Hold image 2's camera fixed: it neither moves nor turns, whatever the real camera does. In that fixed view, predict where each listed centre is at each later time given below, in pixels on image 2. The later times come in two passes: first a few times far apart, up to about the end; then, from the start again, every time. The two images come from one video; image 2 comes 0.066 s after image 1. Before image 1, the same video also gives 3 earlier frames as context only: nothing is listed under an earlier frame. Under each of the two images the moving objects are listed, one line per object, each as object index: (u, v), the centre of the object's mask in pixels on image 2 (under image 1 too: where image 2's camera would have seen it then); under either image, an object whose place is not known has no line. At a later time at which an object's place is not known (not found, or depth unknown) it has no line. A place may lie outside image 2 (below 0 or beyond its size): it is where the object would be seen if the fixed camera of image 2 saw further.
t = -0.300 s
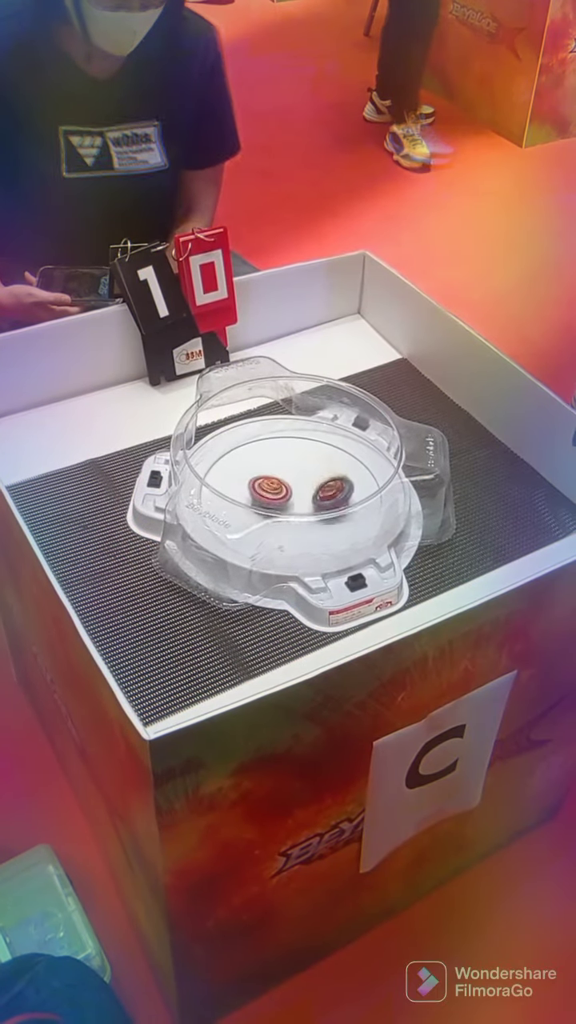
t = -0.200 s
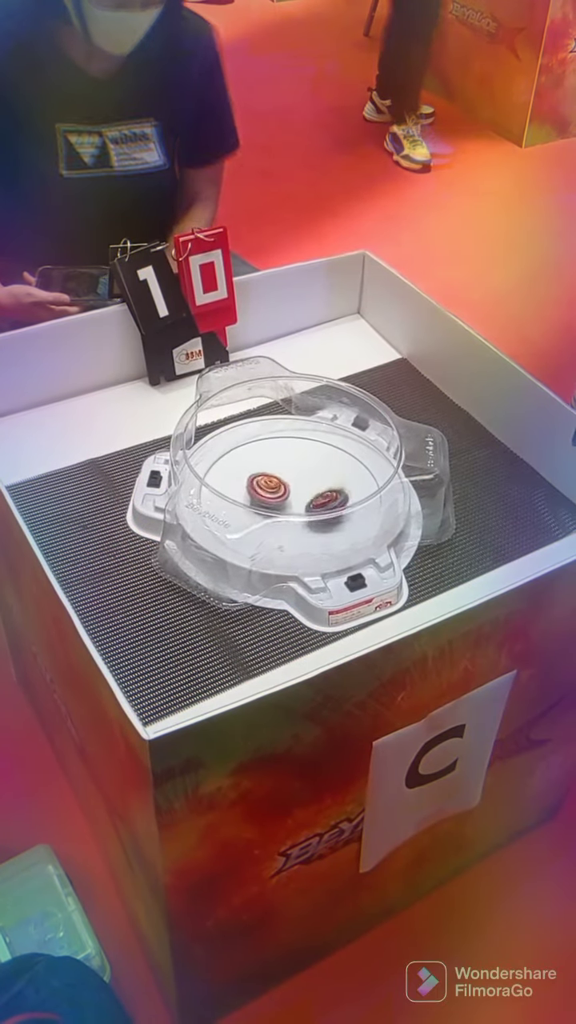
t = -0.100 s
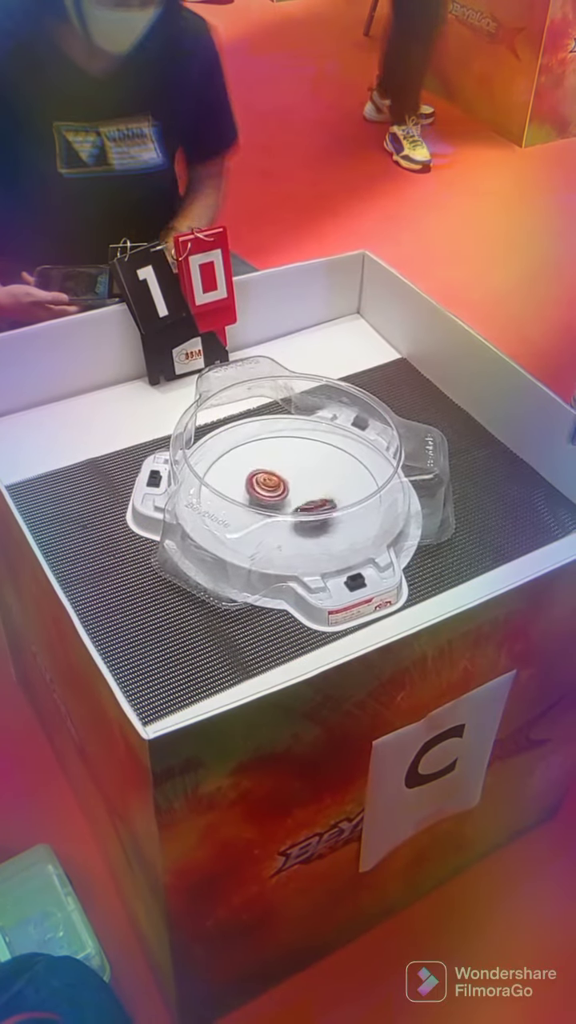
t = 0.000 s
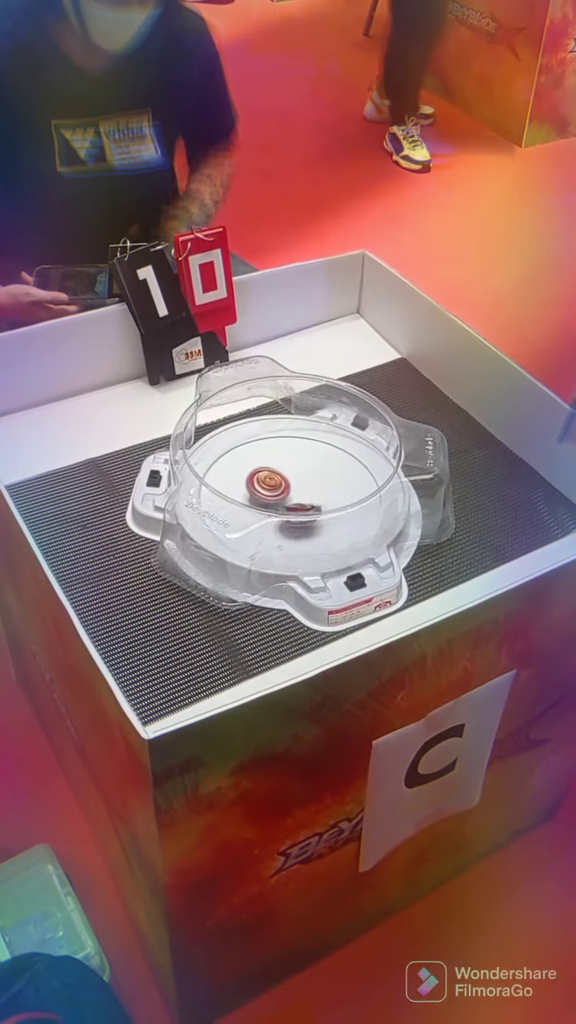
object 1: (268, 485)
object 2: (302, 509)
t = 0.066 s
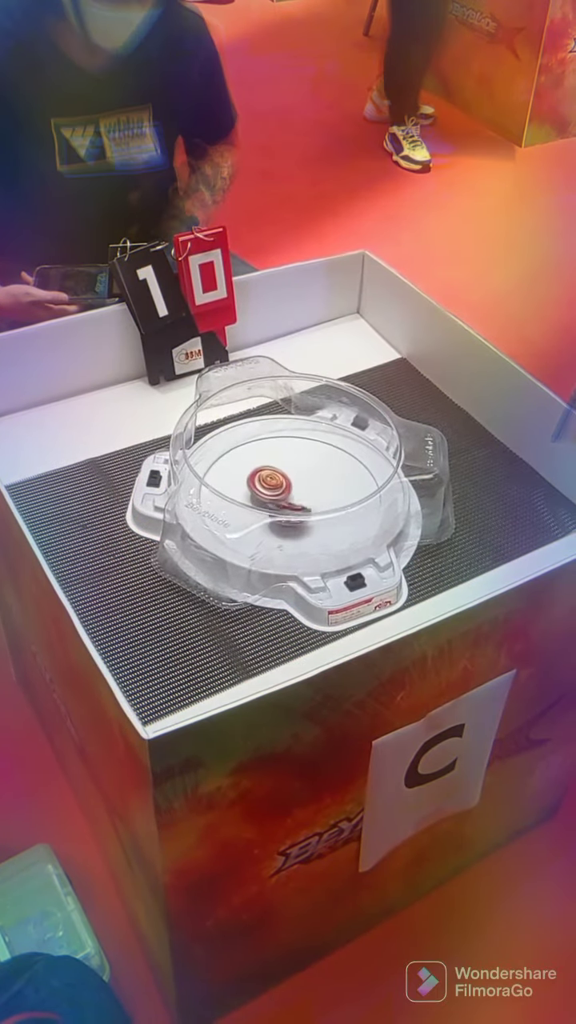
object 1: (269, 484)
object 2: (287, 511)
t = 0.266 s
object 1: (276, 475)
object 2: (263, 501)
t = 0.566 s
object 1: (294, 471)
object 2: (256, 487)
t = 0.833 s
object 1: (310, 478)
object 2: (269, 488)
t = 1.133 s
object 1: (332, 499)
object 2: (267, 496)
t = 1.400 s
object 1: (304, 520)
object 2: (267, 490)
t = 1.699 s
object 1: (268, 516)
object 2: (293, 489)
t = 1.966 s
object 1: (248, 493)
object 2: (308, 499)
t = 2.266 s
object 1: (256, 468)
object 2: (294, 502)
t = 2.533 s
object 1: (285, 459)
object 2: (285, 492)
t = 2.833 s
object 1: (340, 480)
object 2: (284, 489)
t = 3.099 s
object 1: (349, 497)
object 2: (284, 490)
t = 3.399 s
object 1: (304, 527)
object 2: (285, 493)
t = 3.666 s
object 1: (252, 516)
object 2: (286, 493)
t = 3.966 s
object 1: (238, 487)
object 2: (287, 495)
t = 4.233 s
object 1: (261, 460)
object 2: (289, 493)
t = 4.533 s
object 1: (311, 461)
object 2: (290, 495)
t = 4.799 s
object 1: (342, 483)
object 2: (290, 492)
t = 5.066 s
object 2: (291, 494)
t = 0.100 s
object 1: (270, 482)
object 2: (283, 512)
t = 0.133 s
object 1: (271, 480)
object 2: (278, 510)
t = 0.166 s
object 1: (272, 478)
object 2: (275, 510)
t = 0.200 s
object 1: (273, 478)
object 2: (270, 503)
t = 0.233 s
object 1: (274, 477)
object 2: (267, 502)
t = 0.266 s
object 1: (276, 475)
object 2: (263, 501)
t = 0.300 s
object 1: (279, 473)
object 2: (259, 499)
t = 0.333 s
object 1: (281, 472)
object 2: (256, 497)
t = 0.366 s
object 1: (282, 472)
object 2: (255, 496)
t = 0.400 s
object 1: (284, 471)
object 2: (255, 495)
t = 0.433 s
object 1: (285, 471)
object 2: (254, 492)
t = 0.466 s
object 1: (287, 471)
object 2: (255, 490)
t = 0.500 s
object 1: (290, 470)
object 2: (255, 489)
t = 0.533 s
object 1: (292, 471)
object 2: (255, 488)
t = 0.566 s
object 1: (294, 471)
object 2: (256, 487)
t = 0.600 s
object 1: (298, 471)
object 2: (256, 486)
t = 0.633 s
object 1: (301, 472)
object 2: (256, 485)
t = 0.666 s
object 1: (302, 472)
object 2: (256, 486)
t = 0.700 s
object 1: (304, 473)
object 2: (258, 486)
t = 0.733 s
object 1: (305, 474)
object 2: (260, 486)
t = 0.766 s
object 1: (307, 475)
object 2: (263, 487)
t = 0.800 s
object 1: (308, 476)
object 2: (266, 487)
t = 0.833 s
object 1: (310, 478)
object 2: (269, 488)
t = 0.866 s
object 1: (312, 479)
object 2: (274, 490)
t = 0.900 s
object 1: (314, 481)
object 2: (278, 490)
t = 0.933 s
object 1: (316, 483)
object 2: (279, 493)
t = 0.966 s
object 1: (322, 487)
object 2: (273, 494)
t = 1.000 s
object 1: (328, 491)
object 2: (271, 494)
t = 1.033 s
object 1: (332, 493)
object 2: (269, 494)
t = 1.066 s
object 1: (333, 495)
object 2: (268, 495)
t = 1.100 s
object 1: (333, 497)
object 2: (267, 495)
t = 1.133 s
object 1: (332, 499)
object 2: (267, 496)
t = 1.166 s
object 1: (329, 501)
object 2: (266, 496)
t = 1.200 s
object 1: (325, 502)
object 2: (267, 496)
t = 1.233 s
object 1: (321, 504)
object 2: (269, 496)
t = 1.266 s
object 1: (318, 505)
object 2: (270, 495)
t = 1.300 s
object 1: (314, 506)
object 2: (271, 495)
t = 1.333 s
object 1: (314, 508)
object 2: (268, 493)
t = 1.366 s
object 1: (311, 510)
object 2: (267, 491)
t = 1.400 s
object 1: (304, 520)
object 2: (267, 490)
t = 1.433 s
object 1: (300, 520)
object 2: (268, 489)
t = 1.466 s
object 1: (294, 525)
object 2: (270, 489)
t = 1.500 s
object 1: (293, 522)
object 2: (272, 488)
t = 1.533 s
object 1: (288, 524)
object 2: (275, 488)
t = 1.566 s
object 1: (281, 523)
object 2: (278, 488)
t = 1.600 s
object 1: (280, 524)
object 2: (281, 487)
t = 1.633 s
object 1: (274, 518)
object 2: (285, 487)
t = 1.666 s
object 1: (270, 517)
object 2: (289, 487)
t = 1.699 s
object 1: (268, 516)
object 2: (293, 489)
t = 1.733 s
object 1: (264, 514)
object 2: (296, 490)
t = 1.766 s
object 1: (260, 511)
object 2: (298, 491)
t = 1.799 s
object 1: (257, 509)
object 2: (300, 492)
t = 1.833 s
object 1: (255, 508)
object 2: (303, 493)
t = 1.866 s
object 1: (254, 506)
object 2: (305, 494)
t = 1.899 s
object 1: (252, 499)
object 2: (306, 496)
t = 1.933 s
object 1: (251, 495)
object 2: (307, 497)
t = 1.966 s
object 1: (248, 493)
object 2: (308, 499)
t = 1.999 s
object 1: (248, 489)
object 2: (308, 500)
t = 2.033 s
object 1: (247, 487)
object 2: (307, 501)
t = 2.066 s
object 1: (247, 484)
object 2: (306, 502)
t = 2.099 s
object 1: (247, 480)
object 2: (305, 502)
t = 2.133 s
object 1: (248, 477)
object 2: (303, 503)
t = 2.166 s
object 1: (250, 474)
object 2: (301, 503)
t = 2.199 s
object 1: (251, 471)
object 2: (299, 503)
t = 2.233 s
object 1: (253, 469)
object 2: (296, 503)
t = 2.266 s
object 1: (256, 468)
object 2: (294, 502)
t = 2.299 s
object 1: (259, 466)
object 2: (292, 501)
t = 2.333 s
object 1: (262, 465)
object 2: (290, 500)
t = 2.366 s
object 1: (265, 464)
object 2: (288, 499)
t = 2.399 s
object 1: (269, 463)
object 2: (287, 497)
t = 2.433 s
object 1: (273, 462)
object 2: (287, 496)
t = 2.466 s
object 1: (276, 461)
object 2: (286, 494)
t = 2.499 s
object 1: (280, 460)
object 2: (286, 493)
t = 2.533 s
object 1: (285, 459)
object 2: (285, 492)
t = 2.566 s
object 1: (292, 459)
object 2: (284, 492)
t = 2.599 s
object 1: (298, 461)
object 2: (282, 492)
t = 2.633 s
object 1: (304, 462)
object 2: (280, 490)
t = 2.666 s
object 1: (310, 466)
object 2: (279, 489)
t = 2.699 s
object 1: (316, 469)
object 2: (279, 492)
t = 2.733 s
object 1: (322, 471)
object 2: (280, 488)
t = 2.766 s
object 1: (329, 475)
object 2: (282, 488)
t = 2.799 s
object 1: (334, 477)
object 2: (283, 488)
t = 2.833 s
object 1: (340, 480)
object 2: (284, 489)
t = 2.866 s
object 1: (343, 484)
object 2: (285, 489)
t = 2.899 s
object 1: (347, 486)
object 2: (285, 490)
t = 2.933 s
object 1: (349, 488)
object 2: (284, 491)
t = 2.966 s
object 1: (351, 489)
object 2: (283, 492)
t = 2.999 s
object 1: (351, 491)
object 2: (283, 491)
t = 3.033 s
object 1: (351, 493)
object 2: (284, 490)
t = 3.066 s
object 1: (351, 495)
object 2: (284, 490)
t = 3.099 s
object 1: (349, 497)
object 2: (284, 490)
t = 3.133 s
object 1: (347, 499)
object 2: (284, 491)
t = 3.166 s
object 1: (344, 501)
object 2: (282, 493)
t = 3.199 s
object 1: (342, 502)
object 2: (283, 492)
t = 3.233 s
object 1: (337, 504)
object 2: (283, 494)
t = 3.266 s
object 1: (334, 506)
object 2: (283, 494)
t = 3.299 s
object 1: (328, 508)
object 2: (284, 491)
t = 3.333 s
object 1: (320, 510)
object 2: (284, 491)
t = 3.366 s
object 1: (312, 522)
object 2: (285, 492)
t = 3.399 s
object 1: (304, 527)
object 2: (285, 493)
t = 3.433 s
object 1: (297, 527)
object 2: (285, 493)
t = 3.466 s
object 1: (289, 525)
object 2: (285, 493)
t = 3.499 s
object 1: (281, 525)
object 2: (286, 493)
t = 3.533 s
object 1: (274, 524)
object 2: (286, 493)
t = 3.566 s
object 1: (268, 522)
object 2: (286, 492)
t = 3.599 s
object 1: (262, 521)
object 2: (286, 492)
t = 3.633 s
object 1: (256, 519)
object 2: (286, 492)
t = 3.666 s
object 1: (252, 516)
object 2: (286, 493)
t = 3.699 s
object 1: (246, 511)
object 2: (287, 493)
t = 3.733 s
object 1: (245, 511)
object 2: (287, 493)
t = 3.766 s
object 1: (242, 508)
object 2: (287, 494)
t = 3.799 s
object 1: (240, 506)
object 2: (286, 494)
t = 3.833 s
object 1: (238, 499)
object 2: (285, 495)
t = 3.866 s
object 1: (238, 495)
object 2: (286, 495)
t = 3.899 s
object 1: (237, 491)
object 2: (286, 495)
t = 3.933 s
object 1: (238, 490)
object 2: (287, 493)
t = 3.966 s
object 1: (238, 487)
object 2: (287, 495)
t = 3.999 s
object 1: (240, 483)
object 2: (287, 493)
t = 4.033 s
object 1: (241, 480)
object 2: (288, 494)
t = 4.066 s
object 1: (244, 475)
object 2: (288, 493)
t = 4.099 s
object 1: (247, 470)
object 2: (287, 493)
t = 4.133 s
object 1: (249, 468)
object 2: (288, 493)
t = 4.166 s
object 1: (253, 465)
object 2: (288, 493)
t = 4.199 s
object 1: (257, 462)
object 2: (289, 493)
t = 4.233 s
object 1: (261, 460)
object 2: (289, 493)
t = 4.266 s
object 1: (266, 458)
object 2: (290, 493)
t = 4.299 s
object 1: (271, 458)
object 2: (290, 493)
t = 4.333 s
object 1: (276, 456)
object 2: (290, 493)
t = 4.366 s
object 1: (280, 456)
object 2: (290, 494)
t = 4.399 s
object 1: (287, 456)
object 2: (291, 494)
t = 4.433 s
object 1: (293, 457)
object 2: (291, 495)
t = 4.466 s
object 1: (299, 457)
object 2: (291, 495)
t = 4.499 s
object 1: (304, 458)
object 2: (290, 495)
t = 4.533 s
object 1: (311, 461)
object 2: (290, 495)
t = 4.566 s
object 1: (316, 462)
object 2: (290, 494)
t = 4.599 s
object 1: (320, 464)
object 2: (290, 493)
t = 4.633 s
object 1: (326, 467)
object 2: (290, 495)
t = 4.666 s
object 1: (331, 469)
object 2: (290, 494)
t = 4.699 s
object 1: (334, 472)
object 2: (290, 494)
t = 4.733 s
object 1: (337, 475)
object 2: (291, 494)
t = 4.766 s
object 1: (340, 479)
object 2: (291, 493)
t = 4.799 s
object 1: (342, 483)
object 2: (290, 492)
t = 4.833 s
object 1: (343, 486)
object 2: (291, 492)
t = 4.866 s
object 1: (344, 489)
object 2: (291, 493)
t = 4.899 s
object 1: (344, 491)
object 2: (291, 493)
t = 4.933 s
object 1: (343, 493)
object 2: (292, 493)
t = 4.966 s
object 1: (341, 496)
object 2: (293, 493)
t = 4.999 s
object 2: (293, 493)
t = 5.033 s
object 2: (292, 493)
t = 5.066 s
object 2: (291, 494)
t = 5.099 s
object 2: (291, 494)
